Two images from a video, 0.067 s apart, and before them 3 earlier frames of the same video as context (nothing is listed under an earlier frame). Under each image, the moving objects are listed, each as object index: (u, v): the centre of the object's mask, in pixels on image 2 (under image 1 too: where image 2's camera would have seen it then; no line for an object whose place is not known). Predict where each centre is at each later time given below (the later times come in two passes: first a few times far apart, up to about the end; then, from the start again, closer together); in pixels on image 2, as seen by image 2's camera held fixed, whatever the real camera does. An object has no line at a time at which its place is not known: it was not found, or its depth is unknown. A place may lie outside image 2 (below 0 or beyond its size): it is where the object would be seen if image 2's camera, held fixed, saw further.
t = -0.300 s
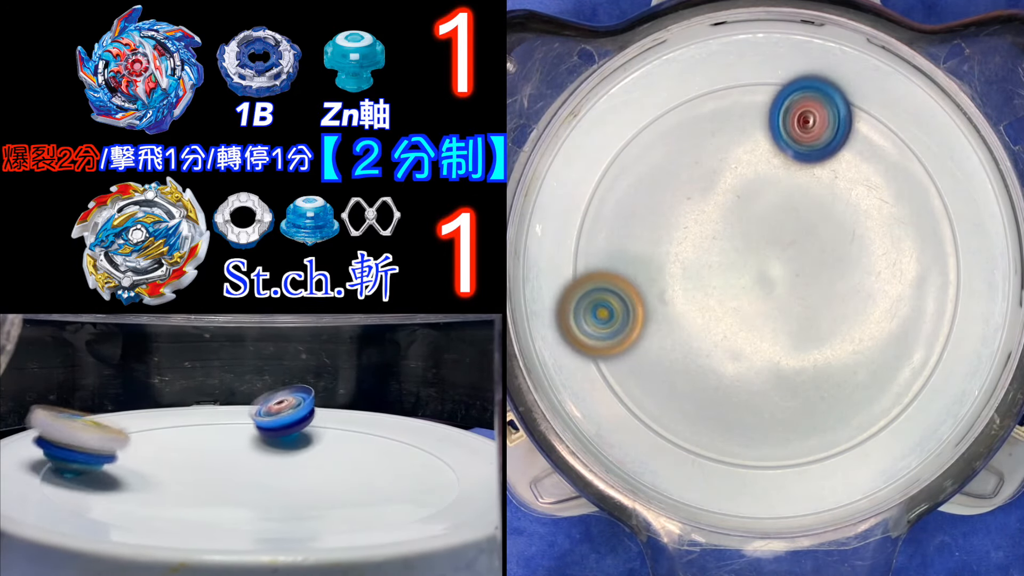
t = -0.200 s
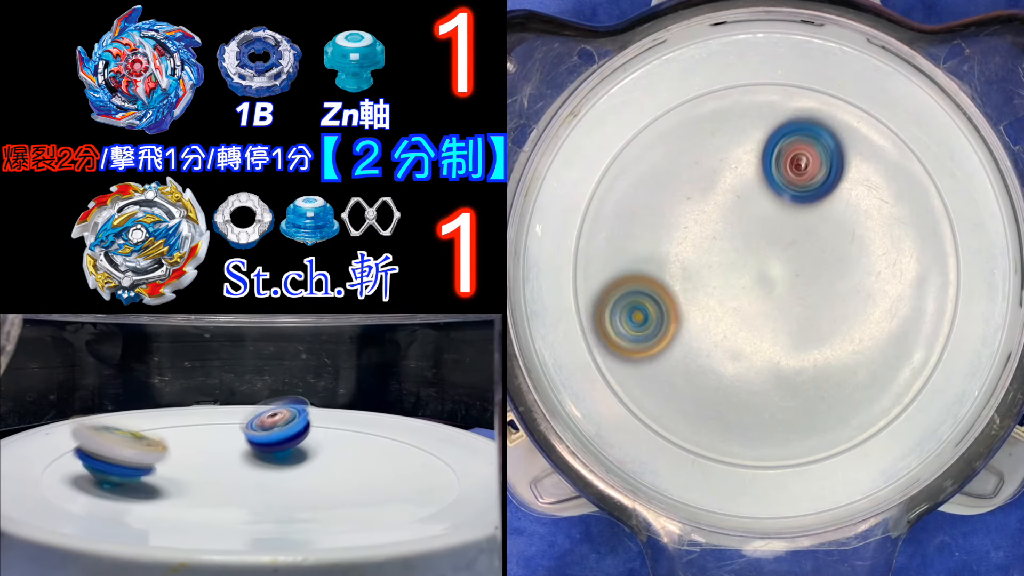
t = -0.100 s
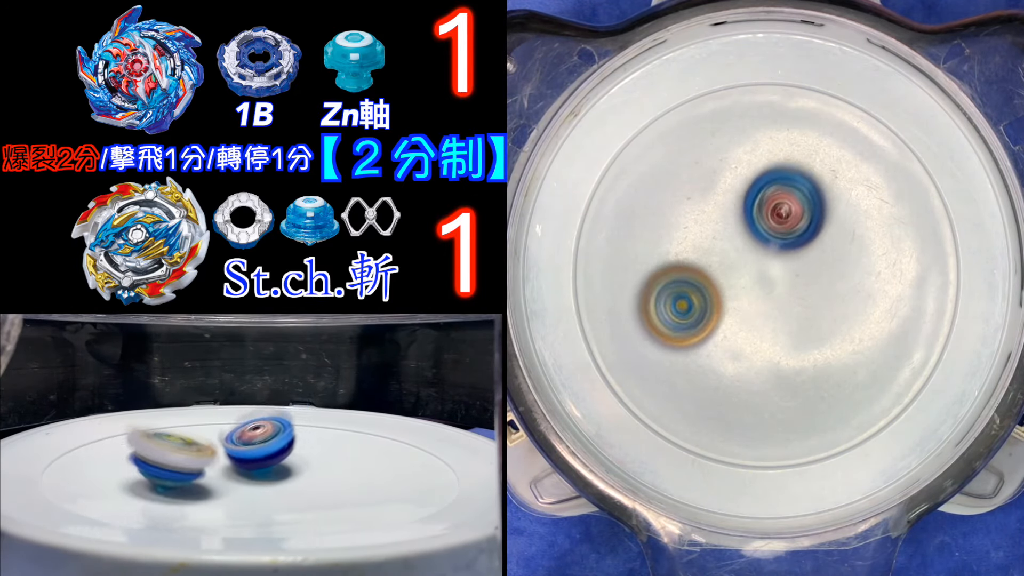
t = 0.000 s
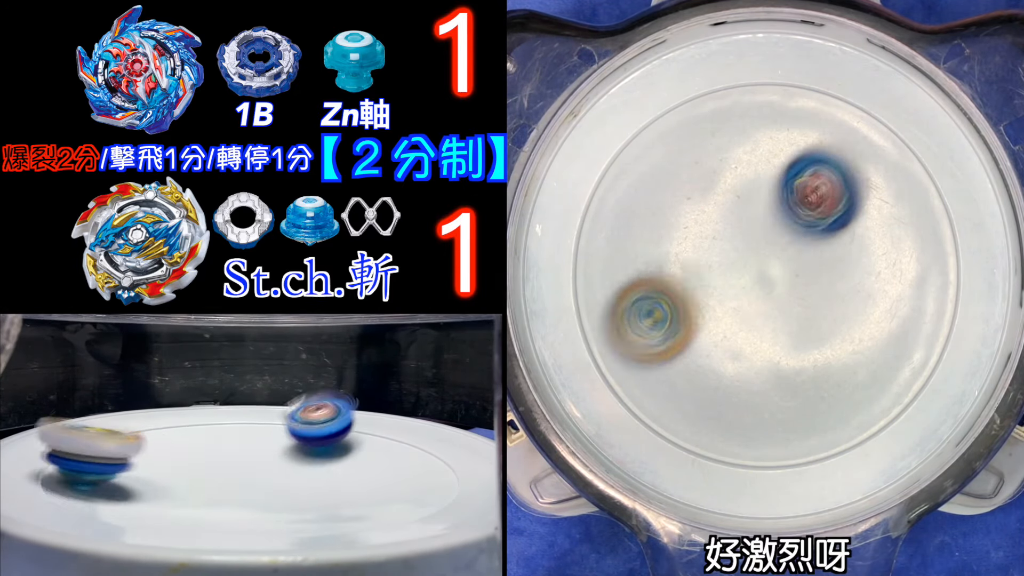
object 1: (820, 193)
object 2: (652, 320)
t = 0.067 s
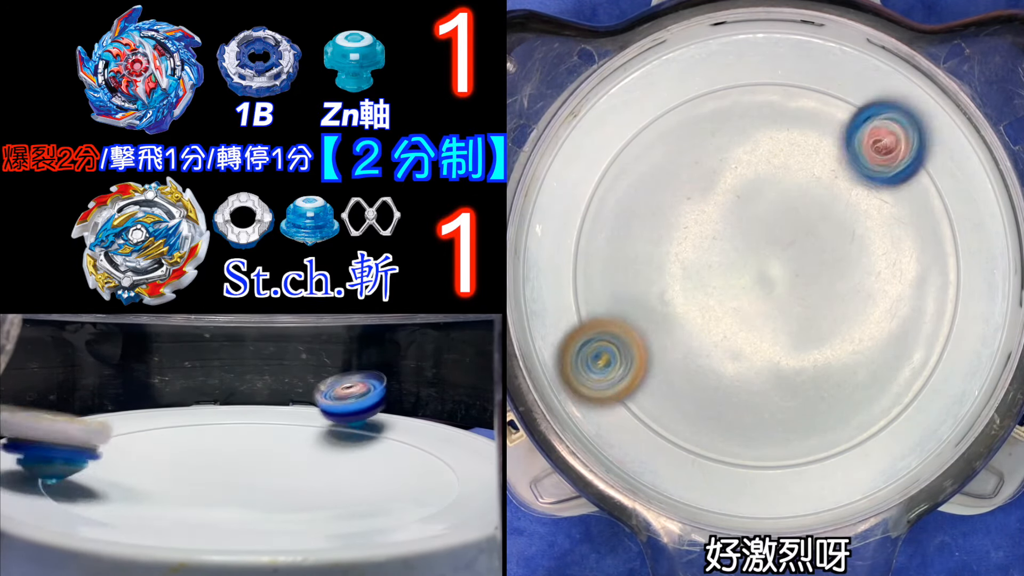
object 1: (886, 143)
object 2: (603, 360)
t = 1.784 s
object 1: (682, 176)
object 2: (817, 296)
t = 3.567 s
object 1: (847, 287)
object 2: (742, 245)
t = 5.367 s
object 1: (656, 244)
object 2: (782, 253)
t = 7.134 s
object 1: (812, 123)
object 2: (769, 247)
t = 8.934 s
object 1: (883, 216)
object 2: (744, 244)
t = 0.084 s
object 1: (895, 138)
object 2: (602, 366)
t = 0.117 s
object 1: (904, 141)
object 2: (617, 369)
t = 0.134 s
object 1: (908, 143)
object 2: (626, 370)
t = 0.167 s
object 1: (910, 149)
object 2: (645, 371)
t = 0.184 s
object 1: (909, 153)
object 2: (654, 371)
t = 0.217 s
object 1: (903, 163)
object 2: (674, 370)
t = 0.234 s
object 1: (897, 172)
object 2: (684, 369)
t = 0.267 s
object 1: (885, 187)
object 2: (702, 366)
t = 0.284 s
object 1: (877, 195)
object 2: (711, 364)
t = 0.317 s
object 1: (861, 212)
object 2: (726, 356)
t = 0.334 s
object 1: (853, 219)
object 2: (733, 351)
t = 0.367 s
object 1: (836, 235)
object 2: (743, 337)
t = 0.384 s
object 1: (827, 243)
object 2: (748, 328)
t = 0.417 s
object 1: (818, 245)
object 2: (743, 321)
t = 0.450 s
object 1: (857, 202)
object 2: (700, 346)
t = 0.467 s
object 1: (874, 183)
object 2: (677, 360)
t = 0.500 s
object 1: (903, 147)
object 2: (638, 376)
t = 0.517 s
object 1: (908, 138)
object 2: (620, 385)
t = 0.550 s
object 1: (916, 125)
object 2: (609, 385)
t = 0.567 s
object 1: (917, 120)
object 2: (608, 383)
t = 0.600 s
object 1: (916, 114)
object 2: (612, 376)
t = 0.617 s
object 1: (915, 112)
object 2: (615, 372)
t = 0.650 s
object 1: (912, 109)
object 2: (625, 364)
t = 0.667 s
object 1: (911, 108)
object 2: (632, 360)
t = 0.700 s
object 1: (908, 106)
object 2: (646, 351)
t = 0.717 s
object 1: (907, 106)
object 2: (654, 347)
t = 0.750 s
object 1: (902, 105)
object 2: (671, 336)
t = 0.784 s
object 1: (897, 104)
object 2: (688, 324)
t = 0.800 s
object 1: (894, 104)
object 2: (696, 319)
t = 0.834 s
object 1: (888, 103)
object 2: (712, 306)
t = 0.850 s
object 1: (884, 104)
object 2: (719, 301)
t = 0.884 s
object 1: (876, 105)
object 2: (732, 287)
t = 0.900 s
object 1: (871, 106)
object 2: (738, 281)
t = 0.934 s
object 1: (862, 108)
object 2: (750, 268)
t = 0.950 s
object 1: (857, 110)
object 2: (755, 262)
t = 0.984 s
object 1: (846, 118)
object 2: (766, 249)
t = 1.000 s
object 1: (840, 123)
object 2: (770, 243)
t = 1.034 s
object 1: (828, 137)
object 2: (778, 233)
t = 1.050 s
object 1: (823, 143)
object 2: (781, 230)
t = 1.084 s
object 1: (820, 137)
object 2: (779, 237)
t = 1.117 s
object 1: (820, 123)
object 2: (772, 254)
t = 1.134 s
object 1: (819, 119)
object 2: (769, 260)
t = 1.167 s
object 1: (818, 114)
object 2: (761, 273)
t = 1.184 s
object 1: (816, 112)
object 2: (757, 279)
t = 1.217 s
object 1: (813, 110)
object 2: (751, 289)
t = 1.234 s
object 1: (811, 111)
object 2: (748, 292)
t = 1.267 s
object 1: (806, 115)
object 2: (742, 298)
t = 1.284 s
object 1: (804, 118)
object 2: (741, 301)
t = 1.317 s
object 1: (799, 126)
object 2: (738, 302)
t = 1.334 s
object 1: (796, 130)
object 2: (737, 302)
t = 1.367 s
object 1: (791, 141)
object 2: (736, 301)
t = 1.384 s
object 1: (788, 147)
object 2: (737, 299)
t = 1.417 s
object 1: (781, 158)
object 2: (739, 294)
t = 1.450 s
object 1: (773, 169)
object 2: (744, 285)
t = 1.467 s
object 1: (769, 175)
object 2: (746, 280)
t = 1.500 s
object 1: (759, 177)
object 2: (751, 277)
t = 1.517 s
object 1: (754, 173)
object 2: (754, 283)
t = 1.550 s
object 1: (743, 167)
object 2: (761, 293)
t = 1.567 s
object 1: (737, 166)
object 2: (764, 298)
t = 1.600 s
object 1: (726, 165)
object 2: (771, 305)
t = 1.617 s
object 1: (721, 166)
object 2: (774, 307)
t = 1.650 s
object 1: (711, 168)
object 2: (782, 311)
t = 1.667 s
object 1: (706, 169)
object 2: (787, 311)
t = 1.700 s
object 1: (698, 170)
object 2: (794, 310)
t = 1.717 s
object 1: (693, 171)
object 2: (798, 309)
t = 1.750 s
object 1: (687, 173)
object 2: (807, 303)
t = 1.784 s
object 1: (682, 176)
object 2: (817, 296)
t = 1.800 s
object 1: (679, 178)
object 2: (821, 292)
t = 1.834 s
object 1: (676, 180)
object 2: (827, 286)
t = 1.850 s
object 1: (675, 182)
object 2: (831, 283)
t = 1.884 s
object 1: (672, 186)
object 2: (835, 276)
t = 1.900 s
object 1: (671, 189)
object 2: (837, 274)
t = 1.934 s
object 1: (671, 195)
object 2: (840, 267)
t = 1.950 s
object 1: (671, 198)
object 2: (840, 264)
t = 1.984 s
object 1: (671, 204)
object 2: (840, 259)
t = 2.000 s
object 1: (672, 208)
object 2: (839, 256)
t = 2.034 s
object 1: (674, 214)
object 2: (835, 252)
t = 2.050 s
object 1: (674, 218)
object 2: (833, 249)
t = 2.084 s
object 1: (676, 225)
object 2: (825, 247)
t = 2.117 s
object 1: (678, 233)
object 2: (818, 245)
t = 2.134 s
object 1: (679, 237)
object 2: (813, 244)
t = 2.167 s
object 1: (681, 246)
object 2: (805, 244)
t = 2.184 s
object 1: (682, 251)
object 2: (800, 244)
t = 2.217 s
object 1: (684, 263)
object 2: (790, 246)
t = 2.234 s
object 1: (684, 270)
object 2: (786, 248)
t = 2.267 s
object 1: (684, 283)
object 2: (776, 252)
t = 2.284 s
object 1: (684, 290)
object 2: (772, 255)
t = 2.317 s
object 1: (682, 305)
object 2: (767, 260)
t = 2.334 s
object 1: (680, 314)
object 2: (765, 262)
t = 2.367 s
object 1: (676, 329)
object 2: (761, 267)
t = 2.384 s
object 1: (674, 336)
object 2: (760, 270)
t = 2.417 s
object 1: (671, 349)
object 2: (757, 276)
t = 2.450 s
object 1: (670, 358)
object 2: (754, 281)
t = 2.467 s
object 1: (670, 362)
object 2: (752, 284)
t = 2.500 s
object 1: (670, 368)
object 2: (750, 289)
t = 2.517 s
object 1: (670, 370)
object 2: (749, 292)
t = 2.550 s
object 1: (671, 372)
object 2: (749, 296)
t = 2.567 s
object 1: (672, 373)
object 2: (748, 298)
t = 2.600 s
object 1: (673, 372)
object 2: (749, 302)
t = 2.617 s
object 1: (675, 371)
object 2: (749, 303)
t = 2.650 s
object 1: (678, 369)
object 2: (751, 306)
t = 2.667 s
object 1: (679, 368)
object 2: (752, 306)
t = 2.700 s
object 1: (682, 366)
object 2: (756, 306)
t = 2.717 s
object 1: (683, 367)
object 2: (760, 304)
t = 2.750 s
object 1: (686, 369)
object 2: (766, 300)
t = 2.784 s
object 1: (689, 368)
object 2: (773, 297)
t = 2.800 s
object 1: (690, 367)
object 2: (774, 295)
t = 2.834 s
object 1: (693, 364)
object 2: (779, 291)
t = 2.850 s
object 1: (696, 362)
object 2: (780, 289)
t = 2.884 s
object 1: (701, 358)
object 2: (783, 286)
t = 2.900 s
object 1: (705, 355)
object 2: (784, 283)
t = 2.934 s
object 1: (713, 351)
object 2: (784, 280)
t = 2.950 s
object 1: (717, 349)
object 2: (786, 277)
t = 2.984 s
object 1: (726, 346)
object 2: (787, 272)
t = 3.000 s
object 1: (728, 347)
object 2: (790, 268)
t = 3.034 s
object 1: (734, 348)
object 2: (794, 258)
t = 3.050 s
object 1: (737, 346)
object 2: (796, 255)
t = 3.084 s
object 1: (742, 344)
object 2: (796, 247)
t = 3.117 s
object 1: (749, 343)
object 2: (797, 240)
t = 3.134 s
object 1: (752, 342)
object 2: (795, 238)
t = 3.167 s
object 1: (758, 341)
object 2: (794, 234)
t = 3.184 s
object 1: (761, 340)
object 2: (791, 232)
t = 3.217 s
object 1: (768, 338)
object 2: (787, 230)
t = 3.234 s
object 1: (772, 337)
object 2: (785, 228)
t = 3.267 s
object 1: (781, 334)
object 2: (779, 228)
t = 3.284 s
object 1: (786, 332)
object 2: (777, 227)
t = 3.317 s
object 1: (795, 328)
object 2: (771, 228)
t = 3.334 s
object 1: (800, 325)
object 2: (769, 227)
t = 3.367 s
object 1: (809, 320)
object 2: (764, 227)
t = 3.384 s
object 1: (813, 317)
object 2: (762, 226)
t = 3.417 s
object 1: (821, 311)
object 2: (757, 228)
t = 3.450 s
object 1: (828, 305)
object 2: (752, 228)
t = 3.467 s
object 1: (831, 302)
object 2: (750, 231)
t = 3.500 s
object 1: (837, 297)
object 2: (747, 233)
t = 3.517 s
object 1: (840, 295)
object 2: (746, 237)
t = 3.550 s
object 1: (845, 290)
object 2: (743, 241)
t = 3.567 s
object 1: (847, 287)
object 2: (742, 245)
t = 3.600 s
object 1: (849, 283)
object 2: (741, 250)
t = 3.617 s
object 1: (850, 281)
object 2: (741, 254)
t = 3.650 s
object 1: (851, 279)
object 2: (742, 260)
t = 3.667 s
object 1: (851, 278)
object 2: (742, 264)
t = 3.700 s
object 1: (851, 277)
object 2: (744, 270)
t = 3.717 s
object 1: (851, 276)
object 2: (745, 274)
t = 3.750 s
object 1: (850, 276)
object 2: (748, 279)
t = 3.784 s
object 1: (849, 275)
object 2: (753, 286)
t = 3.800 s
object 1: (848, 274)
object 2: (754, 288)
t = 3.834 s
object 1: (853, 271)
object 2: (753, 294)
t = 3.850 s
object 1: (854, 270)
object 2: (752, 296)
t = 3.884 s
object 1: (856, 268)
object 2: (751, 302)
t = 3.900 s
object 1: (855, 267)
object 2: (750, 304)
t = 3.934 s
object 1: (855, 265)
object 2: (752, 308)
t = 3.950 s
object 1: (854, 264)
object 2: (752, 311)
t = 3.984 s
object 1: (852, 261)
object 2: (755, 314)
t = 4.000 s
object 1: (851, 260)
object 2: (756, 316)
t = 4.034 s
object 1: (849, 258)
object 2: (760, 317)
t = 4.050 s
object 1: (847, 258)
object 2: (761, 318)
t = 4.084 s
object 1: (844, 257)
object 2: (765, 318)
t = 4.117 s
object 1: (841, 256)
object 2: (770, 318)
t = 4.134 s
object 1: (839, 255)
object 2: (770, 317)
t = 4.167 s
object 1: (839, 249)
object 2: (771, 318)
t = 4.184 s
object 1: (838, 246)
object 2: (770, 318)
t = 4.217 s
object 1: (835, 242)
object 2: (771, 316)
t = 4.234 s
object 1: (834, 242)
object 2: (771, 316)
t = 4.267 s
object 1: (831, 240)
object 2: (772, 313)
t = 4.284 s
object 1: (831, 237)
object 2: (769, 315)
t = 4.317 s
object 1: (835, 227)
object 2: (761, 322)
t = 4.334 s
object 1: (834, 223)
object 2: (758, 327)
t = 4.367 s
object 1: (831, 221)
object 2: (751, 334)
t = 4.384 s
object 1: (829, 220)
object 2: (750, 337)
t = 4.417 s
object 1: (825, 220)
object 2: (745, 344)
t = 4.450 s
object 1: (822, 219)
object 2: (742, 347)
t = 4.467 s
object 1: (820, 219)
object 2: (742, 350)
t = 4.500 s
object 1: (816, 219)
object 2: (741, 353)
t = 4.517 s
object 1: (814, 219)
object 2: (742, 354)
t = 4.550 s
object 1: (808, 220)
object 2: (743, 357)
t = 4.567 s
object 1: (805, 220)
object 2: (744, 357)
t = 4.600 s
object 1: (798, 222)
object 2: (744, 358)
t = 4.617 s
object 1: (794, 223)
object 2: (745, 357)
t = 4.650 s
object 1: (785, 225)
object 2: (746, 355)
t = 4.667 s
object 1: (781, 226)
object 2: (746, 354)
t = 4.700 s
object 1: (770, 227)
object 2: (748, 349)
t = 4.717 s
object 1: (764, 229)
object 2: (748, 348)
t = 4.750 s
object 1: (752, 231)
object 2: (751, 341)
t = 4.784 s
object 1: (740, 234)
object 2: (752, 333)
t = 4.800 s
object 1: (735, 235)
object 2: (752, 329)
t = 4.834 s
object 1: (722, 233)
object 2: (752, 324)
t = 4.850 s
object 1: (716, 232)
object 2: (753, 322)
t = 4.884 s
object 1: (706, 232)
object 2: (752, 315)
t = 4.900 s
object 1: (702, 232)
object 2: (753, 312)
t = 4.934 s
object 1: (693, 230)
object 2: (753, 308)
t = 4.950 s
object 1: (688, 228)
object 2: (756, 307)
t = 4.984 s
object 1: (681, 226)
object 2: (759, 305)
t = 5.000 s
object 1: (679, 227)
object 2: (759, 303)
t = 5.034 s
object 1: (676, 227)
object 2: (762, 300)
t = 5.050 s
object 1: (675, 227)
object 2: (762, 298)
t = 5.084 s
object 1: (672, 227)
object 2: (764, 294)
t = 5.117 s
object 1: (670, 228)
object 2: (765, 289)
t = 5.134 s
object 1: (669, 228)
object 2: (764, 287)
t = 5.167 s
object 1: (668, 230)
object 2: (764, 281)
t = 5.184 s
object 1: (667, 230)
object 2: (764, 279)
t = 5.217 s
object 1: (667, 233)
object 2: (763, 273)
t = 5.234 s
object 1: (667, 234)
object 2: (763, 270)
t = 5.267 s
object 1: (668, 236)
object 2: (762, 265)
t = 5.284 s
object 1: (668, 238)
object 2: (761, 261)
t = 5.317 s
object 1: (663, 239)
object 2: (765, 258)
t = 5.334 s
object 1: (658, 241)
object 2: (771, 257)
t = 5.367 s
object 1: (656, 244)
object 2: (782, 253)
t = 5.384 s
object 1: (656, 245)
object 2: (788, 252)
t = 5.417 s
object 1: (658, 247)
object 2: (796, 247)
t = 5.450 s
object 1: (659, 250)
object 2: (803, 240)
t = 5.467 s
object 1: (660, 251)
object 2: (807, 237)
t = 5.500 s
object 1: (663, 254)
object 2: (812, 230)
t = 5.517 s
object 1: (665, 255)
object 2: (814, 226)
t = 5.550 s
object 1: (668, 258)
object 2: (817, 218)
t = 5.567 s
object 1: (670, 260)
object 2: (817, 214)
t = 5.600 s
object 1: (676, 263)
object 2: (815, 206)
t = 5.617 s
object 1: (679, 267)
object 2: (813, 203)
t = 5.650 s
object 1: (687, 273)
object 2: (807, 198)
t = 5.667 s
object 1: (692, 277)
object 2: (804, 197)
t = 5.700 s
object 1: (703, 286)
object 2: (795, 198)
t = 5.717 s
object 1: (708, 291)
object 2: (791, 199)
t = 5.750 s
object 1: (719, 299)
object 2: (783, 205)
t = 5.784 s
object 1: (730, 307)
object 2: (776, 213)
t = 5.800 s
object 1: (736, 311)
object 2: (772, 217)
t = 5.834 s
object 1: (747, 319)
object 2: (768, 226)
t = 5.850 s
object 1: (753, 323)
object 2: (767, 231)
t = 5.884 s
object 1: (767, 342)
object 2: (764, 228)
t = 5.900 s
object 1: (774, 349)
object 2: (764, 227)
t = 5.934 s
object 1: (788, 363)
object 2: (761, 226)
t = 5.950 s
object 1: (795, 368)
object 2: (760, 225)
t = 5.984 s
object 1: (806, 379)
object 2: (757, 226)
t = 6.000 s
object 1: (811, 384)
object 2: (756, 227)
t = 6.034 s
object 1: (818, 391)
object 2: (754, 228)
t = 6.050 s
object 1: (821, 393)
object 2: (754, 231)
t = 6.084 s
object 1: (825, 396)
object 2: (753, 235)
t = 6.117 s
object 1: (826, 397)
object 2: (753, 238)
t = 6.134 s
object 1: (827, 397)
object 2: (754, 241)
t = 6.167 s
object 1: (826, 395)
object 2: (754, 247)
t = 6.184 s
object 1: (825, 393)
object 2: (754, 248)
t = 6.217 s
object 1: (822, 388)
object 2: (756, 253)
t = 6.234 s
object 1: (821, 384)
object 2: (756, 256)
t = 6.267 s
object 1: (818, 377)
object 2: (759, 261)
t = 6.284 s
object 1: (817, 373)
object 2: (761, 264)
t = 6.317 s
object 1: (814, 363)
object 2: (765, 268)
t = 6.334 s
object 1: (813, 359)
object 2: (767, 269)
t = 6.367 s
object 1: (816, 351)
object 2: (768, 265)
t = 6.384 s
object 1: (825, 358)
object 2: (758, 255)
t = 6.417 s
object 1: (843, 370)
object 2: (739, 225)
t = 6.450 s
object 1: (858, 375)
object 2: (716, 200)
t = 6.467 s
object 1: (864, 375)
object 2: (708, 191)
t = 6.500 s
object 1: (873, 372)
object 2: (690, 176)
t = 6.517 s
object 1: (876, 370)
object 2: (683, 169)
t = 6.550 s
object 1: (877, 365)
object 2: (674, 163)
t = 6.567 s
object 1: (877, 363)
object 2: (670, 163)
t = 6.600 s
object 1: (875, 357)
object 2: (664, 166)
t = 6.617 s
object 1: (873, 354)
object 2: (662, 169)
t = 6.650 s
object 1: (870, 344)
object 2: (658, 177)
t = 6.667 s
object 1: (867, 337)
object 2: (655, 180)
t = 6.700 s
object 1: (862, 323)
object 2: (651, 189)
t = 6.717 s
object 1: (858, 315)
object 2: (648, 196)
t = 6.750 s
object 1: (852, 297)
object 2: (646, 205)
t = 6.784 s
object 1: (848, 276)
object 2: (648, 213)
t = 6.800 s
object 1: (846, 266)
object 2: (650, 216)
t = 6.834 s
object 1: (843, 245)
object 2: (656, 220)
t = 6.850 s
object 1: (842, 233)
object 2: (659, 223)
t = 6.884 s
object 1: (839, 212)
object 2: (670, 226)
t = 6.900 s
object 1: (837, 202)
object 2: (677, 228)
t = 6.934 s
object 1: (834, 183)
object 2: (690, 231)
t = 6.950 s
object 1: (833, 174)
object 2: (696, 232)
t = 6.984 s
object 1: (829, 159)
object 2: (710, 234)
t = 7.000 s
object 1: (827, 151)
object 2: (718, 236)
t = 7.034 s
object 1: (824, 139)
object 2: (732, 239)
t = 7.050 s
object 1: (821, 135)
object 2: (739, 239)
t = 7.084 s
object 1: (817, 128)
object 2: (753, 242)
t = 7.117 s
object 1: (813, 123)
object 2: (765, 244)
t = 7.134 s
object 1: (812, 123)
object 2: (769, 247)
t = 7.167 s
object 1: (809, 123)
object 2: (778, 248)
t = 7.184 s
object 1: (808, 124)
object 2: (783, 248)
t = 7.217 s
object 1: (806, 128)
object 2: (789, 249)
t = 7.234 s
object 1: (804, 130)
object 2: (789, 250)
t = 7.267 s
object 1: (801, 136)
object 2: (792, 249)
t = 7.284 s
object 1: (798, 140)
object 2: (794, 249)
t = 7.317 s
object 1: (791, 147)
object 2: (796, 247)
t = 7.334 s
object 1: (787, 150)
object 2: (795, 246)
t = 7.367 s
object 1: (772, 148)
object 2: (801, 257)
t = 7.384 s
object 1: (764, 148)
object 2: (804, 264)
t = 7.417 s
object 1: (747, 152)
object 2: (808, 276)
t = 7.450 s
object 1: (731, 158)
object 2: (812, 287)
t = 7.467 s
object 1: (723, 160)
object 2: (814, 290)
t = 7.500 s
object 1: (707, 168)
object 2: (817, 298)
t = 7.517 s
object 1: (699, 172)
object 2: (818, 303)
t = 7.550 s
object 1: (683, 179)
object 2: (820, 309)
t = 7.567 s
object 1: (677, 184)
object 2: (822, 311)
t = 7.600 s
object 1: (666, 193)
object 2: (825, 318)
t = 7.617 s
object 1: (661, 198)
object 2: (827, 323)
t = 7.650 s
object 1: (652, 208)
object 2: (832, 331)
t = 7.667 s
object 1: (648, 213)
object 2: (835, 333)
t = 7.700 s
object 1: (643, 225)
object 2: (838, 345)
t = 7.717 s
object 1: (640, 231)
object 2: (838, 353)
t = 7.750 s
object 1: (637, 242)
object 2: (838, 365)
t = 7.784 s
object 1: (636, 254)
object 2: (835, 374)
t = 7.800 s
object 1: (635, 261)
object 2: (833, 374)
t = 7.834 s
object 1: (637, 274)
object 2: (828, 379)
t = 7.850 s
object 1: (638, 280)
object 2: (824, 381)
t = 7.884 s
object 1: (641, 293)
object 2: (817, 380)
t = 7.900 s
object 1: (645, 300)
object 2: (814, 377)
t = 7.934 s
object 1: (651, 312)
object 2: (806, 374)
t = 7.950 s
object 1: (656, 319)
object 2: (802, 373)
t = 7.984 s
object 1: (665, 332)
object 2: (795, 367)
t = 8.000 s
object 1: (670, 337)
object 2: (791, 363)
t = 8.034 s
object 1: (680, 351)
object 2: (786, 355)
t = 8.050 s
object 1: (684, 356)
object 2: (783, 352)
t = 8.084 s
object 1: (694, 369)
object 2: (780, 345)
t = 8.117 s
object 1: (703, 380)
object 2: (778, 337)
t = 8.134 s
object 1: (706, 386)
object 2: (778, 330)
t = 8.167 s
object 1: (715, 395)
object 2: (775, 320)
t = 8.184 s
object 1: (720, 398)
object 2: (775, 315)
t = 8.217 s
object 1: (730, 403)
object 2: (773, 304)
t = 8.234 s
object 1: (735, 403)
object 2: (770, 299)
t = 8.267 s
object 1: (745, 404)
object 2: (767, 290)
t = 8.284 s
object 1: (750, 404)
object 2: (766, 285)
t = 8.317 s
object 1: (761, 403)
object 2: (762, 276)
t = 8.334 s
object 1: (766, 402)
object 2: (758, 274)
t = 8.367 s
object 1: (777, 399)
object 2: (754, 267)
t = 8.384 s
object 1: (782, 397)
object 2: (752, 264)
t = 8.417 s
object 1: (794, 391)
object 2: (748, 259)
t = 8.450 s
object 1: (805, 384)
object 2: (744, 255)
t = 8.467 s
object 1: (810, 380)
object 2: (742, 256)
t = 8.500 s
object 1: (823, 372)
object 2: (738, 253)
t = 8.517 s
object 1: (828, 366)
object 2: (736, 251)
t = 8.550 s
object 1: (841, 355)
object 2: (733, 249)
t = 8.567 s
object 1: (846, 350)
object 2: (733, 248)
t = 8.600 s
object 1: (859, 339)
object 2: (731, 246)
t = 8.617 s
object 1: (863, 333)
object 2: (728, 246)
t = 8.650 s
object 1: (874, 319)
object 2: (726, 245)
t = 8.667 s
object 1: (877, 313)
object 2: (727, 244)
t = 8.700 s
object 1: (885, 300)
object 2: (727, 243)
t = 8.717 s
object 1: (888, 293)
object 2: (727, 243)
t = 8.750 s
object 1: (892, 279)
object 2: (729, 243)
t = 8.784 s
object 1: (895, 266)
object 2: (731, 242)
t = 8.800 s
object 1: (896, 259)
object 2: (730, 242)
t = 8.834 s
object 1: (895, 247)
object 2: (733, 243)
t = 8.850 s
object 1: (894, 242)
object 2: (736, 243)
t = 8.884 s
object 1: (891, 230)
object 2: (739, 243)
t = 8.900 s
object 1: (889, 225)
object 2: (740, 244)
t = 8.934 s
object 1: (883, 216)
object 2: (744, 244)
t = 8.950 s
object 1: (880, 211)
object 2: (745, 243)
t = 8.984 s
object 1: (872, 202)
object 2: (748, 243)
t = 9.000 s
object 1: (867, 198)
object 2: (752, 244)
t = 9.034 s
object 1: (857, 192)
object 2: (755, 243)
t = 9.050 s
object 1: (851, 188)
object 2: (755, 244)
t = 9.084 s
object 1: (839, 182)
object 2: (759, 244)
